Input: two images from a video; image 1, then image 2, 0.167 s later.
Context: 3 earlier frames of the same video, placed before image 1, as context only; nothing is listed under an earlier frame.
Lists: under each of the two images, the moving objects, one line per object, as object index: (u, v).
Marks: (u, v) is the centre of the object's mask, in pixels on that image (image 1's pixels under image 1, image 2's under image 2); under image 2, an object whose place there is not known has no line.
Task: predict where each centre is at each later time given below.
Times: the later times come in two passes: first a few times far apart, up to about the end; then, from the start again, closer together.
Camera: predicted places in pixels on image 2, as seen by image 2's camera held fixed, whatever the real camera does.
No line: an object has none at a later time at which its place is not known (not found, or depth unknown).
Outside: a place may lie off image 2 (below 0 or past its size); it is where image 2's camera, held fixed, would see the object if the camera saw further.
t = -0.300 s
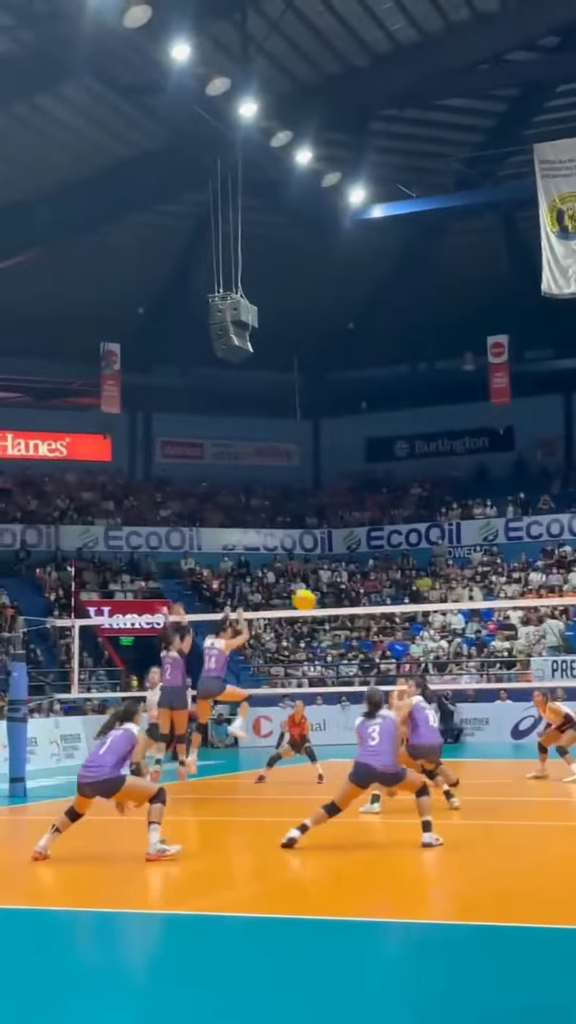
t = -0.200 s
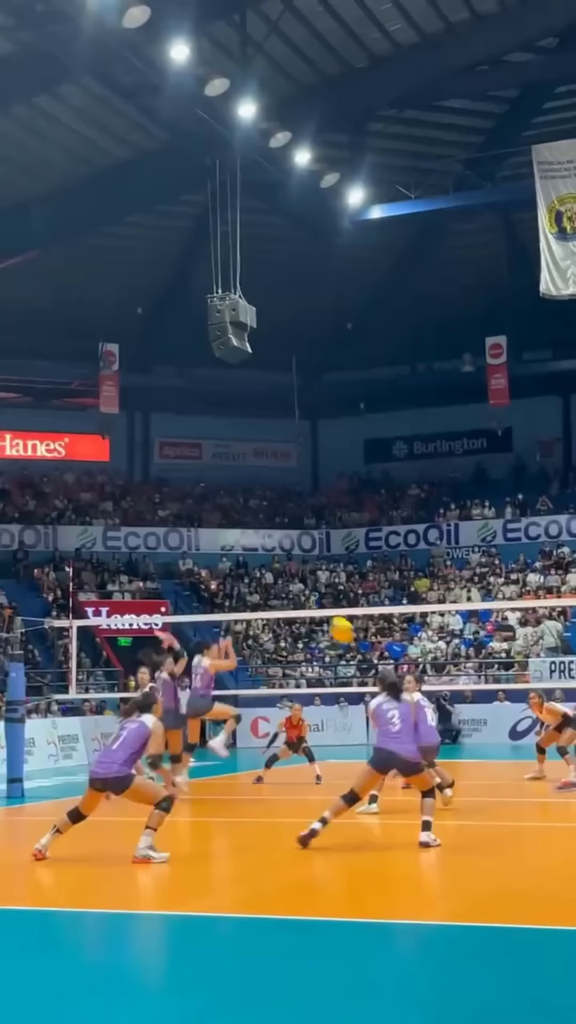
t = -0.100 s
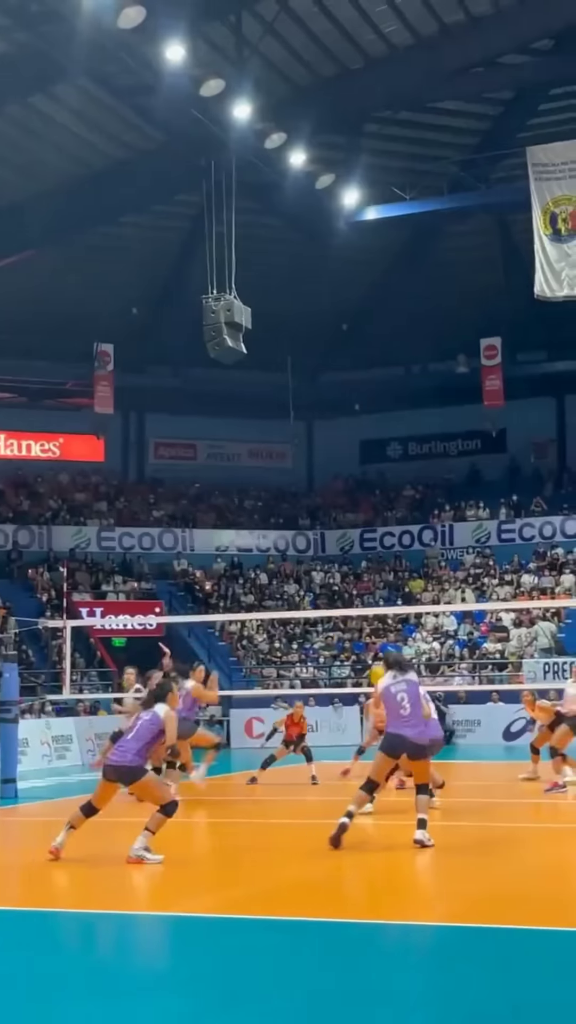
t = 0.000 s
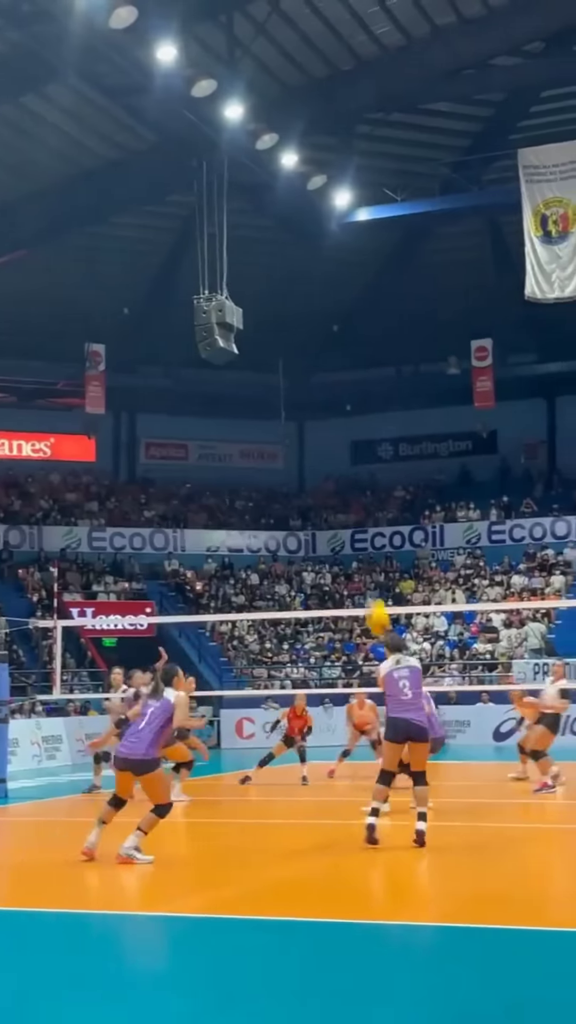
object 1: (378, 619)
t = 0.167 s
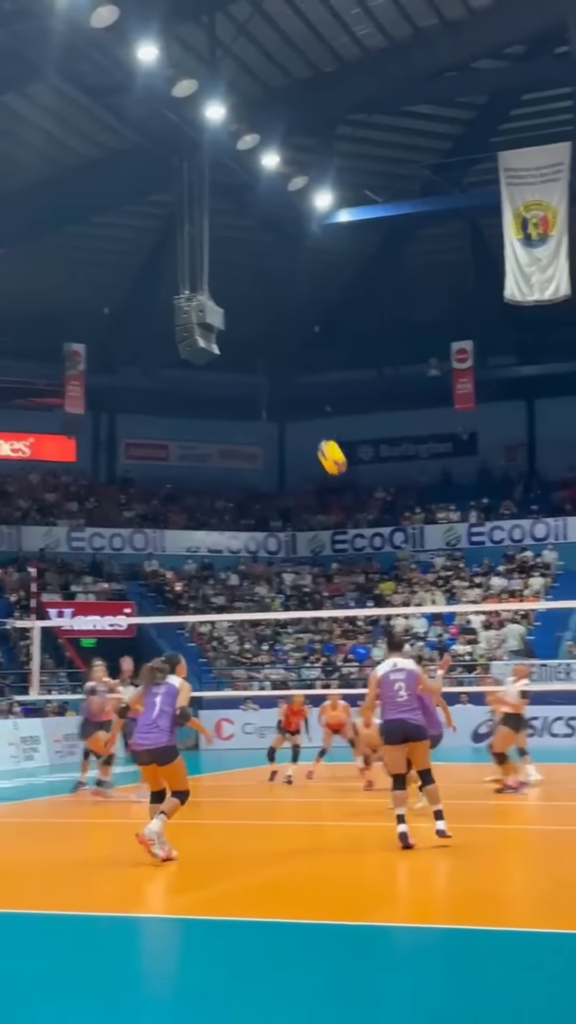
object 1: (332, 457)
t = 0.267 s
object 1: (318, 380)
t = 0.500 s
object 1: (289, 249)
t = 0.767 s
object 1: (259, 175)
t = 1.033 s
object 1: (232, 169)
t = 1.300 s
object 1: (208, 230)
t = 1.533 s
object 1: (188, 333)
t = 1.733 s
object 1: (171, 457)
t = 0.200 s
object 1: (327, 430)
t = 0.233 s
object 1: (322, 404)
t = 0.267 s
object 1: (318, 380)
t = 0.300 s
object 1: (314, 357)
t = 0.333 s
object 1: (309, 336)
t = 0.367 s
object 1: (305, 316)
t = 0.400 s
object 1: (301, 297)
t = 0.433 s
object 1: (297, 280)
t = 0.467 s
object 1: (293, 264)
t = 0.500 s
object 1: (289, 249)
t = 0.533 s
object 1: (285, 236)
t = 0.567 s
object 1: (281, 224)
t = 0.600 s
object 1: (277, 212)
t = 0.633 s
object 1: (274, 202)
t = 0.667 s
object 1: (270, 194)
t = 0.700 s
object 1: (266, 185)
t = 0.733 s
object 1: (263, 179)
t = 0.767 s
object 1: (259, 175)
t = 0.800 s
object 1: (256, 170)
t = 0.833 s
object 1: (253, 166)
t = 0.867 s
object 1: (249, 164)
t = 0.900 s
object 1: (245, 163)
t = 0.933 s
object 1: (242, 163)
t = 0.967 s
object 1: (239, 164)
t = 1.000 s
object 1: (236, 166)
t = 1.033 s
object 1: (232, 169)
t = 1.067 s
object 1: (229, 173)
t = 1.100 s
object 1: (226, 178)
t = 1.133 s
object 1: (223, 184)
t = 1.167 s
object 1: (220, 191)
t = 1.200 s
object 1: (217, 200)
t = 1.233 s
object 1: (214, 209)
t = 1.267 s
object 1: (211, 219)
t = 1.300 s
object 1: (208, 230)
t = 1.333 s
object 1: (206, 242)
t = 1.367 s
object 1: (202, 255)
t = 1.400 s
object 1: (199, 269)
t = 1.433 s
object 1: (196, 283)
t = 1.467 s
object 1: (194, 299)
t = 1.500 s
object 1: (191, 315)
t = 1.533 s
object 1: (188, 333)
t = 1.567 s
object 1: (185, 352)
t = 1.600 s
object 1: (182, 372)
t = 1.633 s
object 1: (179, 391)
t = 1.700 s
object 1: (174, 434)
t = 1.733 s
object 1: (171, 457)
